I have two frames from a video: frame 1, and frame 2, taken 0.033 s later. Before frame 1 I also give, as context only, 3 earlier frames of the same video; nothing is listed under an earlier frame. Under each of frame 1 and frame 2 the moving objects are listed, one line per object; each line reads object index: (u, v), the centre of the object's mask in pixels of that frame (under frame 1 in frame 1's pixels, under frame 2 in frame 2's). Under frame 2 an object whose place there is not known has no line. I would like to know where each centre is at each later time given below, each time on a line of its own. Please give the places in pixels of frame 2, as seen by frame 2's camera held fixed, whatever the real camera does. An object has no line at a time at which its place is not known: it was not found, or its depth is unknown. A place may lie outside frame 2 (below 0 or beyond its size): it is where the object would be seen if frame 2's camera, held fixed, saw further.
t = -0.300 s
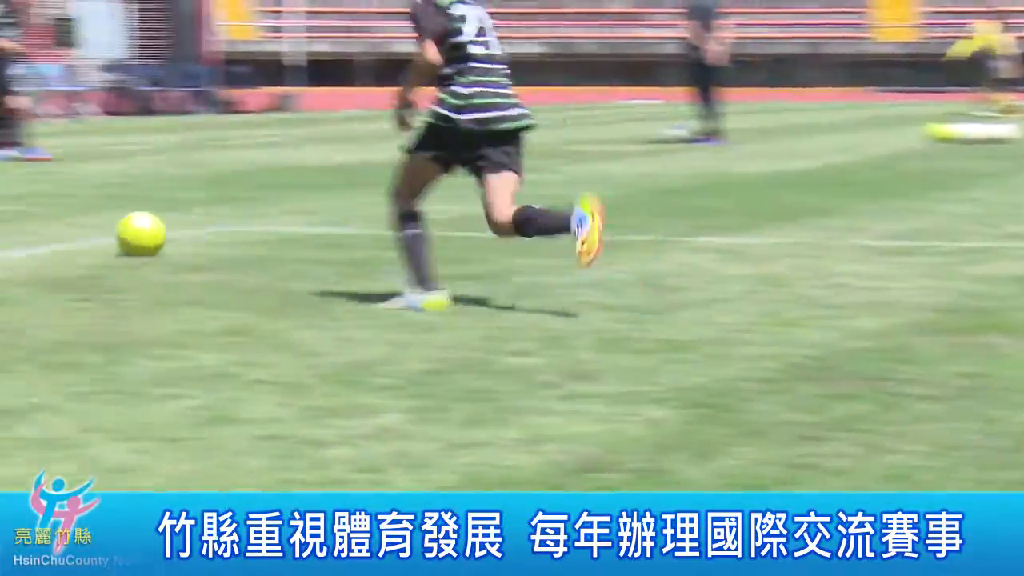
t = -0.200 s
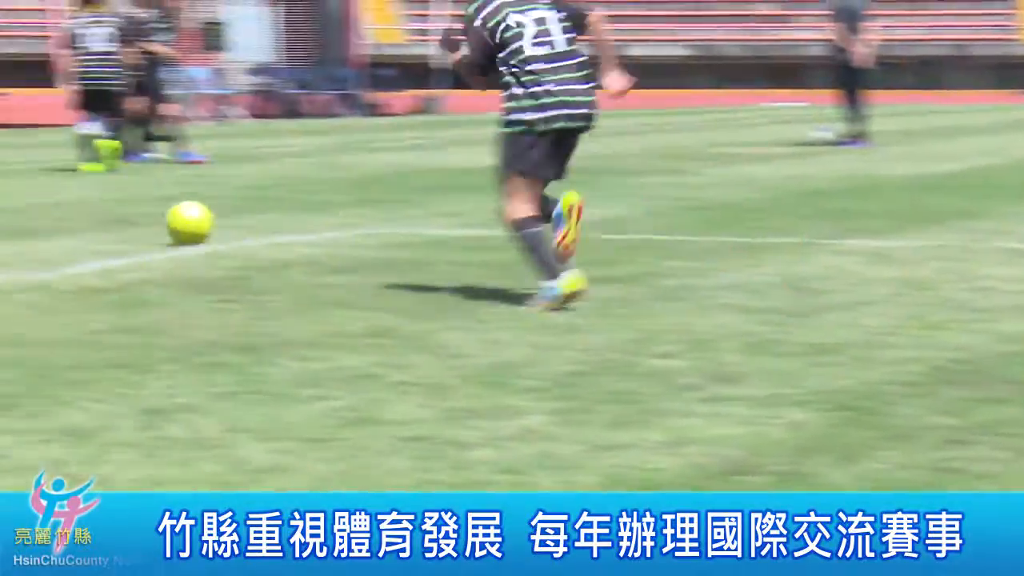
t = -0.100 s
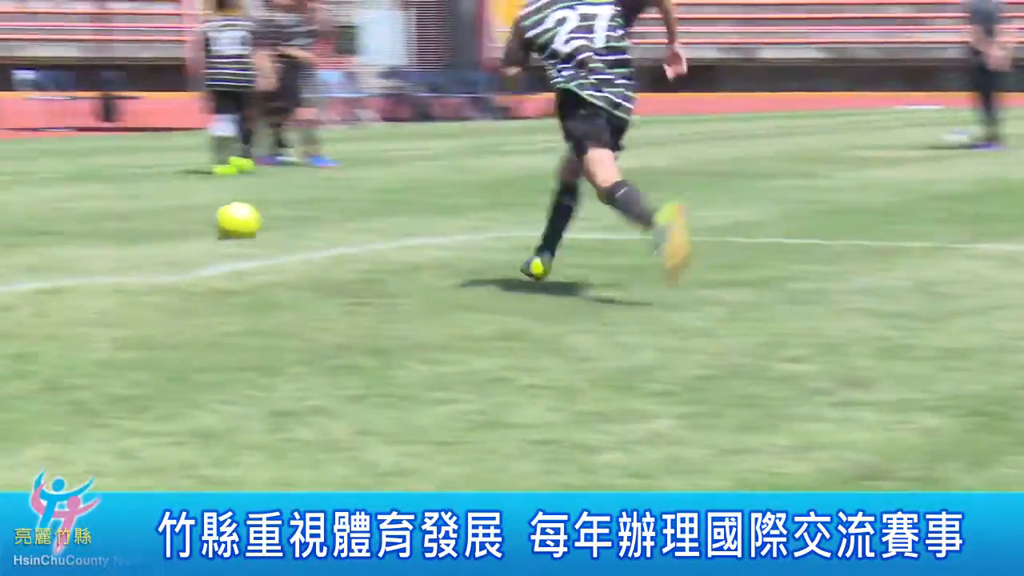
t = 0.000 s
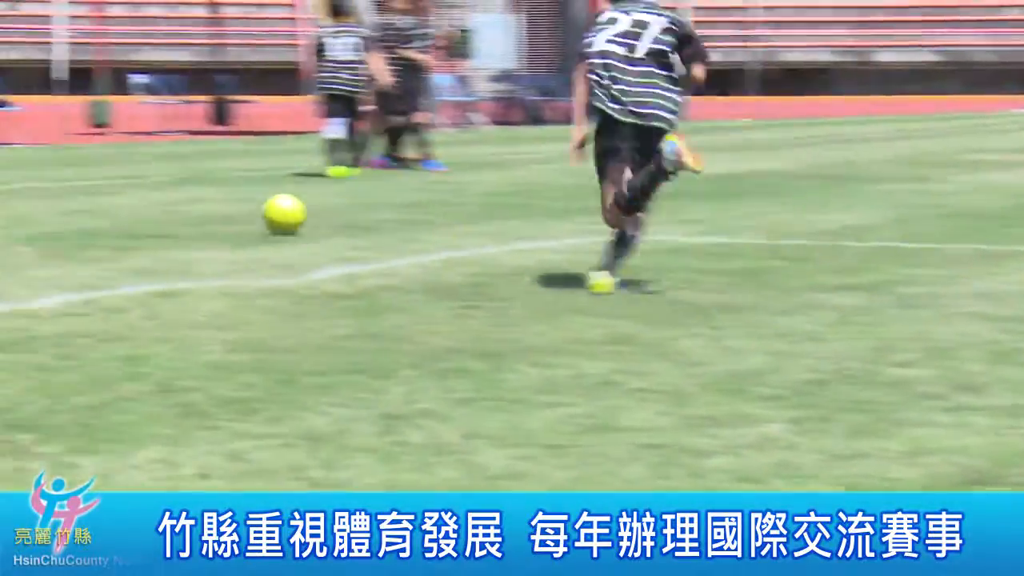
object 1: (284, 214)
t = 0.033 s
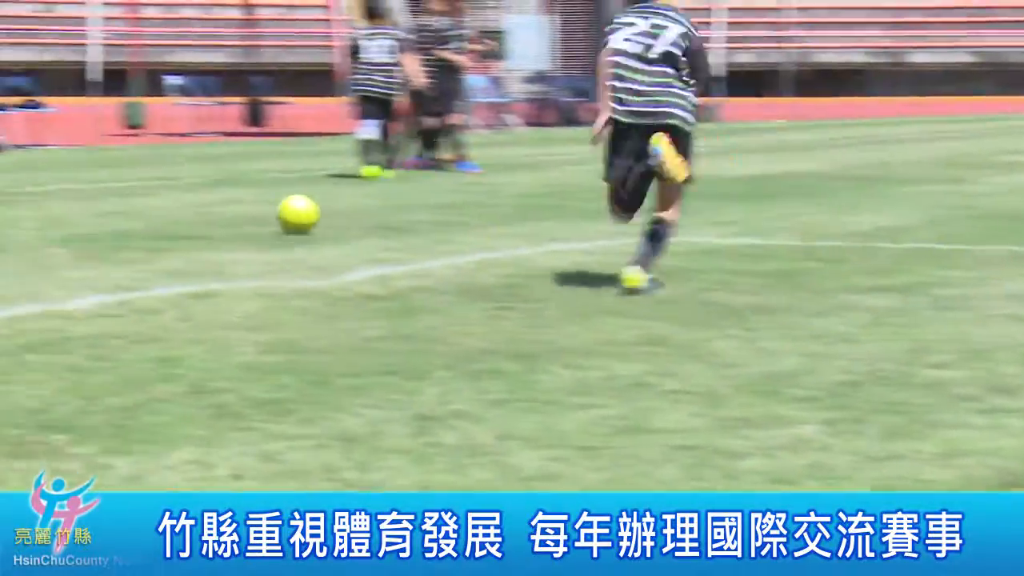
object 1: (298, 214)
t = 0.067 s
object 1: (279, 215)
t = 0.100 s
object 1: (264, 214)
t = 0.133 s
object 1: (251, 210)
